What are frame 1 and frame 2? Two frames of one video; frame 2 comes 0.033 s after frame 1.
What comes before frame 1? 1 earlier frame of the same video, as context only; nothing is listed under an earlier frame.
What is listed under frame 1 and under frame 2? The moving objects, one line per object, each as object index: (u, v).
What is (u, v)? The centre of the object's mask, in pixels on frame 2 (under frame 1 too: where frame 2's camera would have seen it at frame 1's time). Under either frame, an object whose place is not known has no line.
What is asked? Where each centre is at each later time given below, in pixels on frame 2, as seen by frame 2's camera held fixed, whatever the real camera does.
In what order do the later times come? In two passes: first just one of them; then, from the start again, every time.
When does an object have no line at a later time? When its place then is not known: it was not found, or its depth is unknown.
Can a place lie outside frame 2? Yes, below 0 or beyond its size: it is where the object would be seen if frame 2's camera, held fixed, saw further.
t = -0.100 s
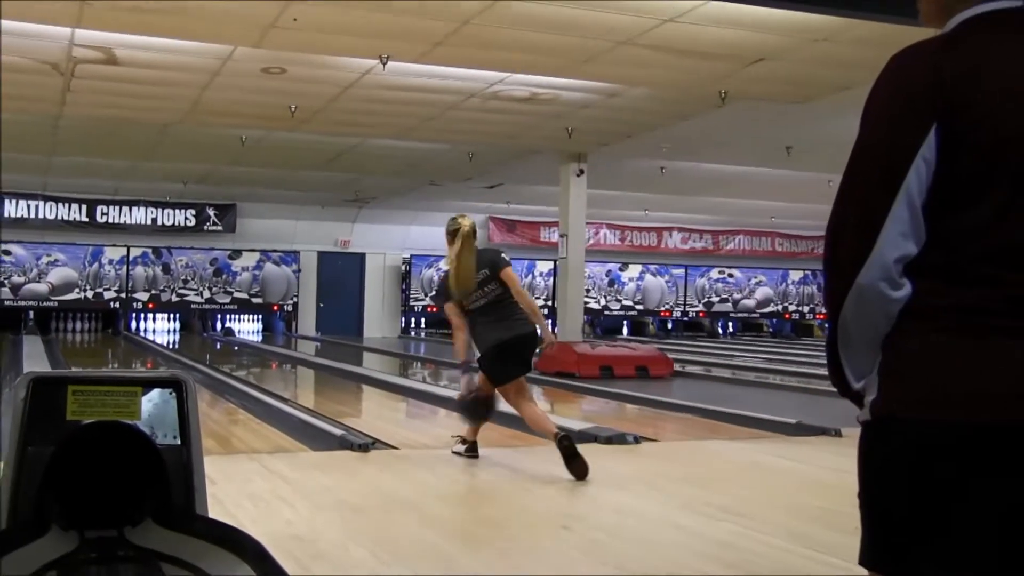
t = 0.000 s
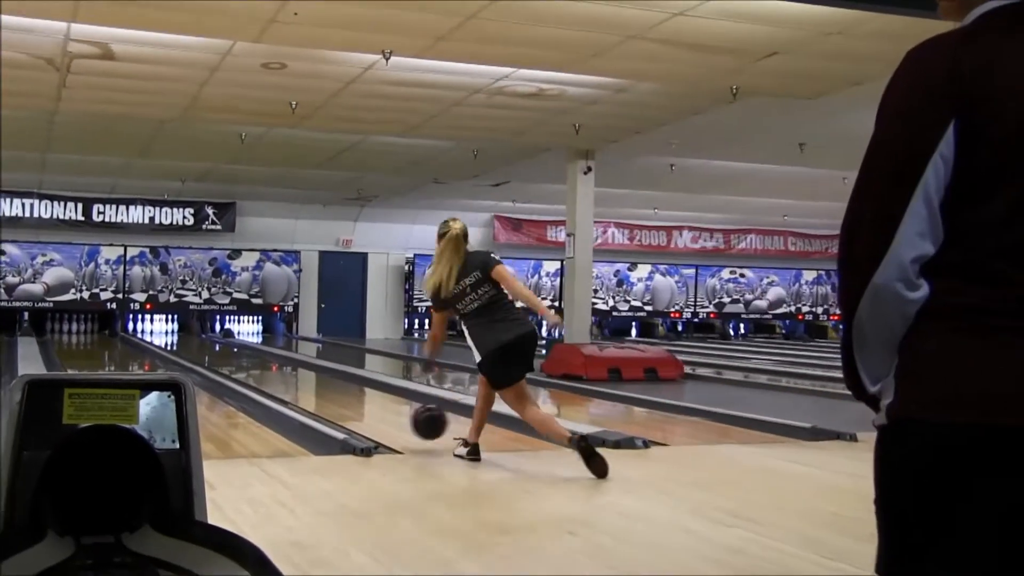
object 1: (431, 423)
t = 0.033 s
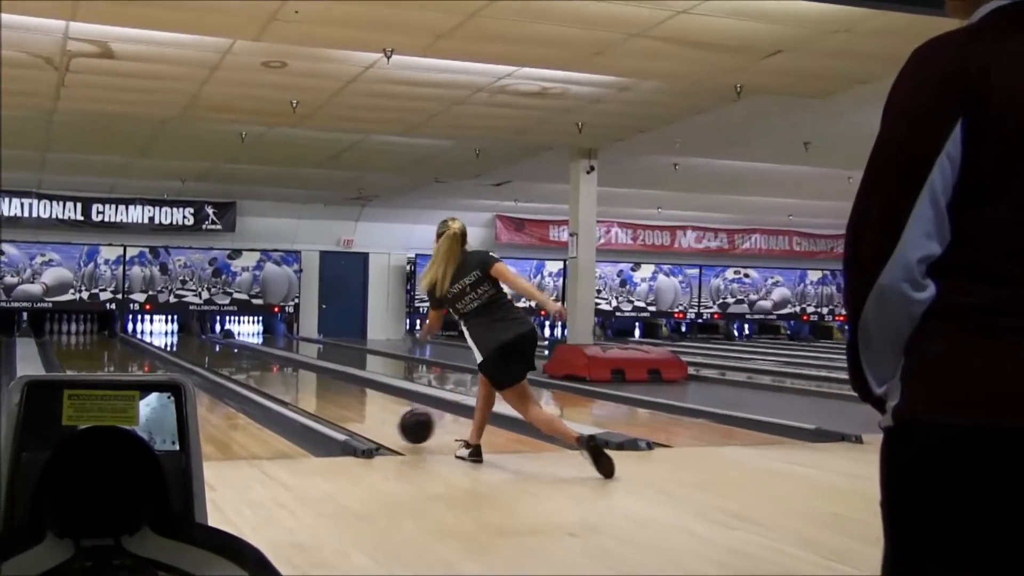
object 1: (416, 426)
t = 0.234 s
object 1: (344, 405)
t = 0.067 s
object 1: (402, 424)
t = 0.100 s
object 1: (389, 417)
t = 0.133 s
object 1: (377, 413)
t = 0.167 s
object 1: (366, 411)
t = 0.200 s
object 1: (355, 408)
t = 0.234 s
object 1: (344, 405)
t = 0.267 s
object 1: (334, 402)
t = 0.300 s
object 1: (325, 399)
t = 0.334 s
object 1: (316, 396)
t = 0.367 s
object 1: (308, 393)
